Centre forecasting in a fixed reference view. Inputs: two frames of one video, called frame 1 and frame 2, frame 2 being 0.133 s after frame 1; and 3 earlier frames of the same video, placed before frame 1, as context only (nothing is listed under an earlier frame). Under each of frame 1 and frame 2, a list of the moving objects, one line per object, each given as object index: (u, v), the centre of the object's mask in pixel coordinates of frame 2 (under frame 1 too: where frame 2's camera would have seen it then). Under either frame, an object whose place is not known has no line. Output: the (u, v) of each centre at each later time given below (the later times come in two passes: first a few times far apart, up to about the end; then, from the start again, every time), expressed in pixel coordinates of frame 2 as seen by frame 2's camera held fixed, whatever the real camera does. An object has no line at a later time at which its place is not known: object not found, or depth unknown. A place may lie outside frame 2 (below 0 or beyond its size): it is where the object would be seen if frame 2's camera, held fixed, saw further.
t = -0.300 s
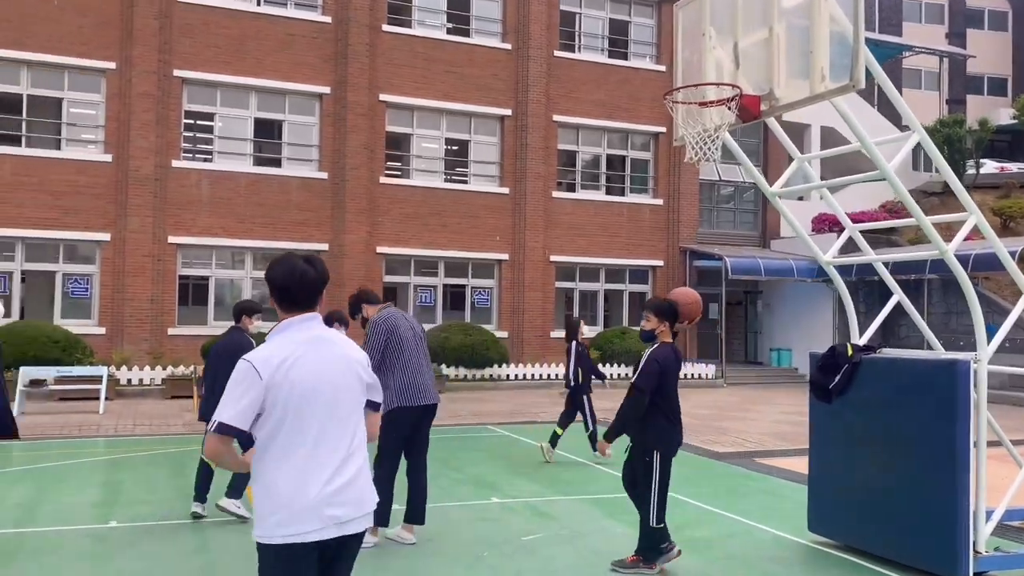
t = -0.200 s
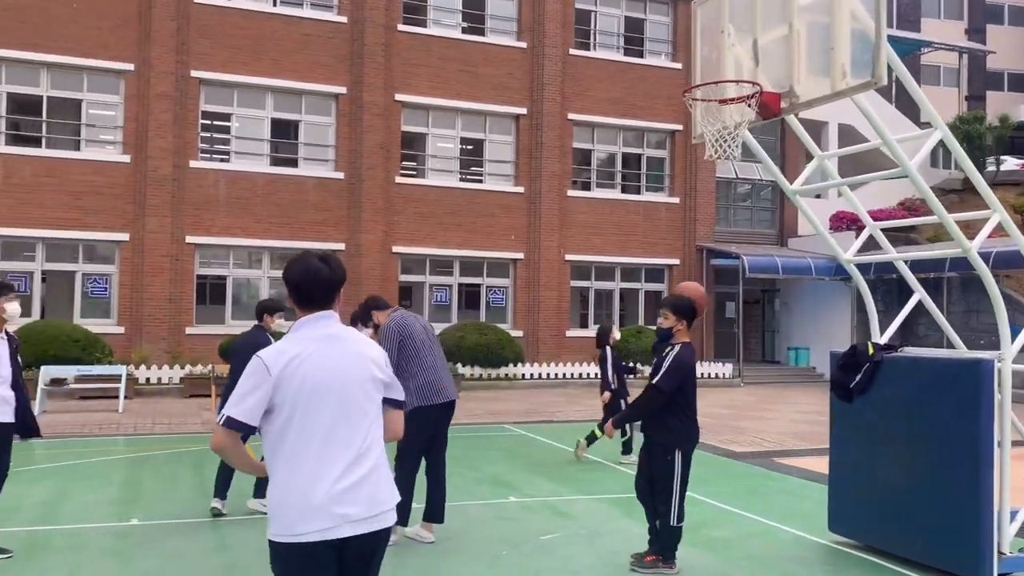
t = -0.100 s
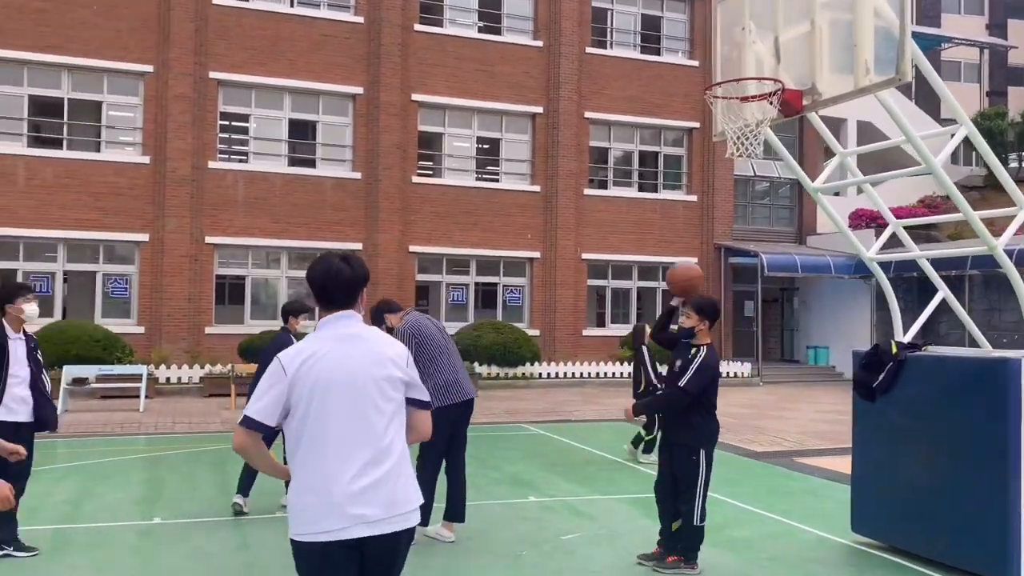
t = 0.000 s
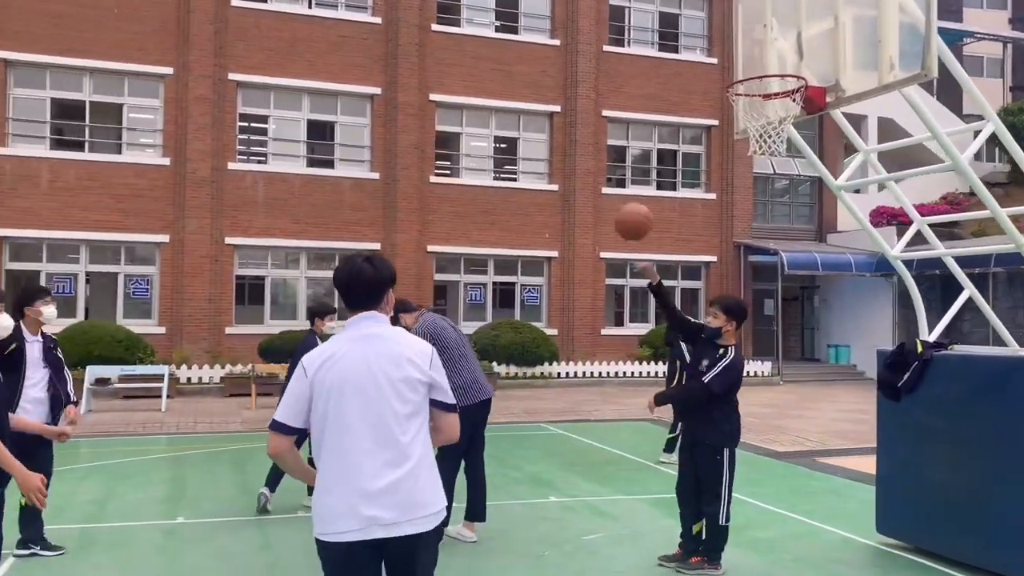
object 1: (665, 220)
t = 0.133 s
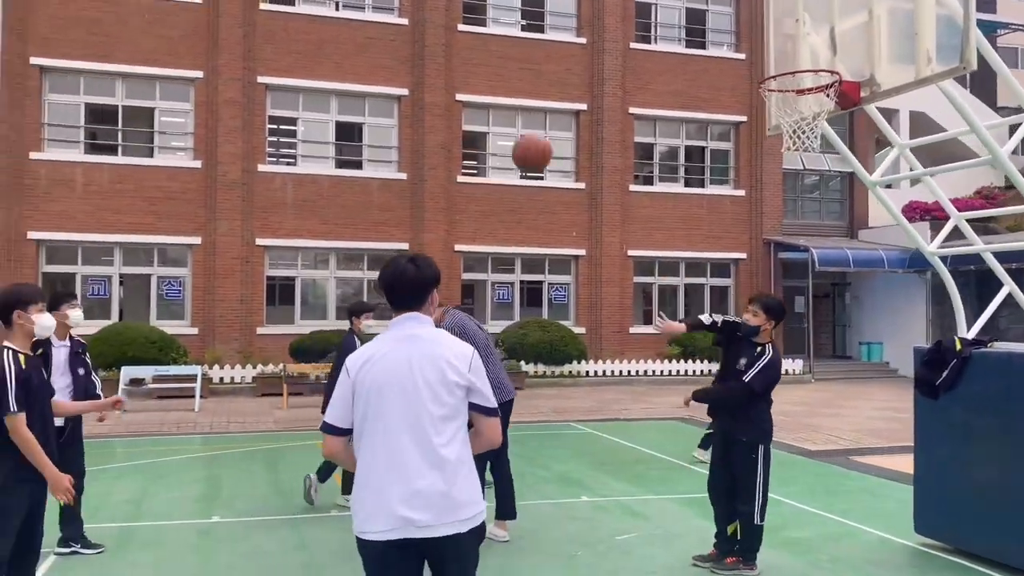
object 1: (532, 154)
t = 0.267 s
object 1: (385, 109)
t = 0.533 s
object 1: (15, 102)
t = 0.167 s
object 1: (498, 139)
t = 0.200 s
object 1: (462, 128)
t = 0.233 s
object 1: (425, 117)
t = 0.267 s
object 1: (385, 109)
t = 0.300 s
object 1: (344, 102)
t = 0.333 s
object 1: (302, 96)
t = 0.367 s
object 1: (258, 92)
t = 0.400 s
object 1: (213, 90)
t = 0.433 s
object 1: (166, 89)
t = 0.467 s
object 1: (118, 90)
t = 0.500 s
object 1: (67, 95)
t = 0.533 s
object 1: (15, 102)
